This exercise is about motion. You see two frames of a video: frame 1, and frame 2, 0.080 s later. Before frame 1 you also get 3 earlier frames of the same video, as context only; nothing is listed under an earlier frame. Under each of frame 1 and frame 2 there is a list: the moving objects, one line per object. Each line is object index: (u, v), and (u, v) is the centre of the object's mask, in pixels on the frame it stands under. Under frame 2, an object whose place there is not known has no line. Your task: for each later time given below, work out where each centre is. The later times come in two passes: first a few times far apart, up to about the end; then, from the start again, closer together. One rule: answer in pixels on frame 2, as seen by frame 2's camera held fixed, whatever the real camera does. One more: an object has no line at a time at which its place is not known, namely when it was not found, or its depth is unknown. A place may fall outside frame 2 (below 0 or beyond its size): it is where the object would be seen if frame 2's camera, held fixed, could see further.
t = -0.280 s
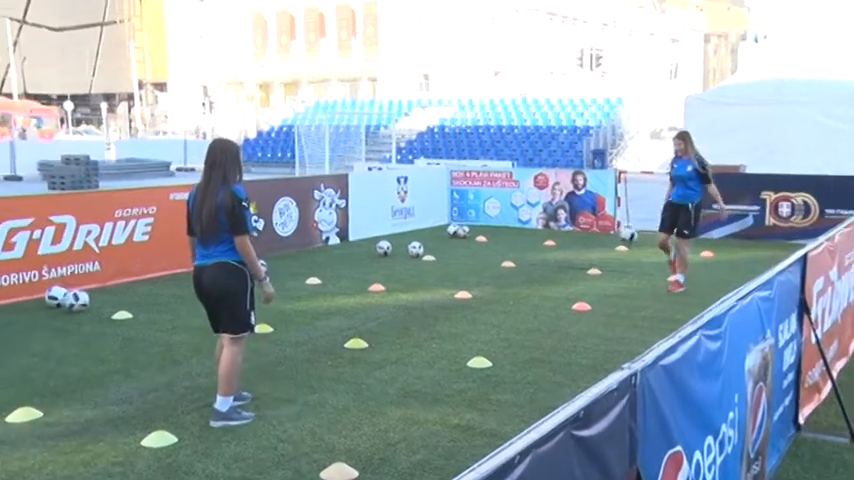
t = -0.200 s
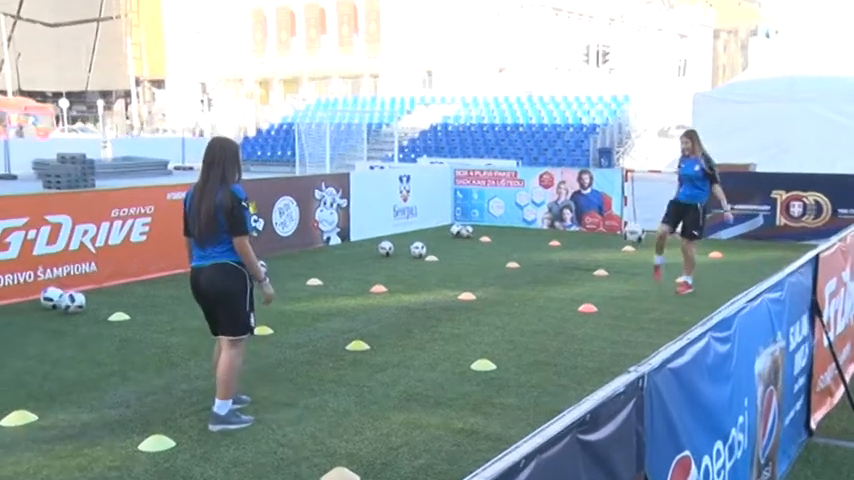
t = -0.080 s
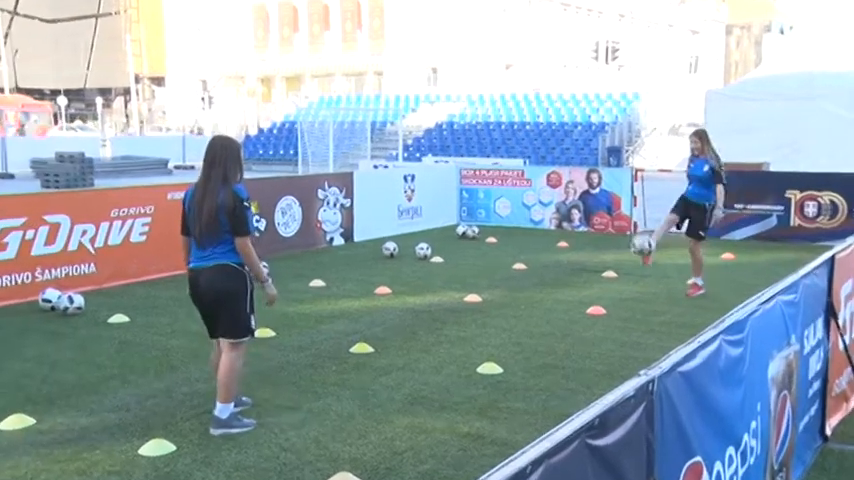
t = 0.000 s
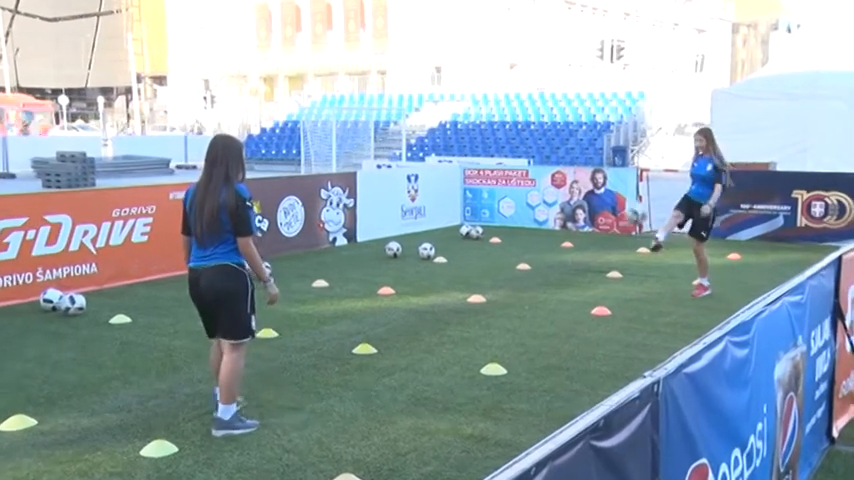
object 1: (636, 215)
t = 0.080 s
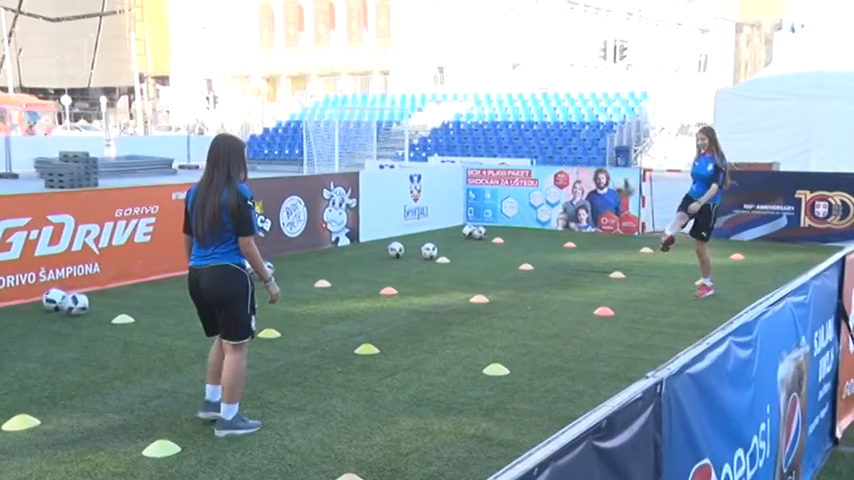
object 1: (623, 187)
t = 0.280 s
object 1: (585, 136)
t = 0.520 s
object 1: (526, 143)
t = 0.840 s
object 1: (414, 322)
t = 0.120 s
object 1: (618, 171)
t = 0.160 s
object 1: (611, 160)
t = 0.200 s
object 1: (602, 151)
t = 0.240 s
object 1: (593, 142)
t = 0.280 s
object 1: (585, 136)
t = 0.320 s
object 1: (577, 133)
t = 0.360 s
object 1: (568, 132)
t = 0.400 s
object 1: (559, 131)
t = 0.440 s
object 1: (547, 133)
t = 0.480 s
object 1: (538, 136)
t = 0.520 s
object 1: (526, 143)
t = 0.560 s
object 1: (514, 152)
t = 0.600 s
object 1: (502, 164)
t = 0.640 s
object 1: (490, 182)
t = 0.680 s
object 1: (474, 205)
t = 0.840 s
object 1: (414, 322)
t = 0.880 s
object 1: (397, 364)
